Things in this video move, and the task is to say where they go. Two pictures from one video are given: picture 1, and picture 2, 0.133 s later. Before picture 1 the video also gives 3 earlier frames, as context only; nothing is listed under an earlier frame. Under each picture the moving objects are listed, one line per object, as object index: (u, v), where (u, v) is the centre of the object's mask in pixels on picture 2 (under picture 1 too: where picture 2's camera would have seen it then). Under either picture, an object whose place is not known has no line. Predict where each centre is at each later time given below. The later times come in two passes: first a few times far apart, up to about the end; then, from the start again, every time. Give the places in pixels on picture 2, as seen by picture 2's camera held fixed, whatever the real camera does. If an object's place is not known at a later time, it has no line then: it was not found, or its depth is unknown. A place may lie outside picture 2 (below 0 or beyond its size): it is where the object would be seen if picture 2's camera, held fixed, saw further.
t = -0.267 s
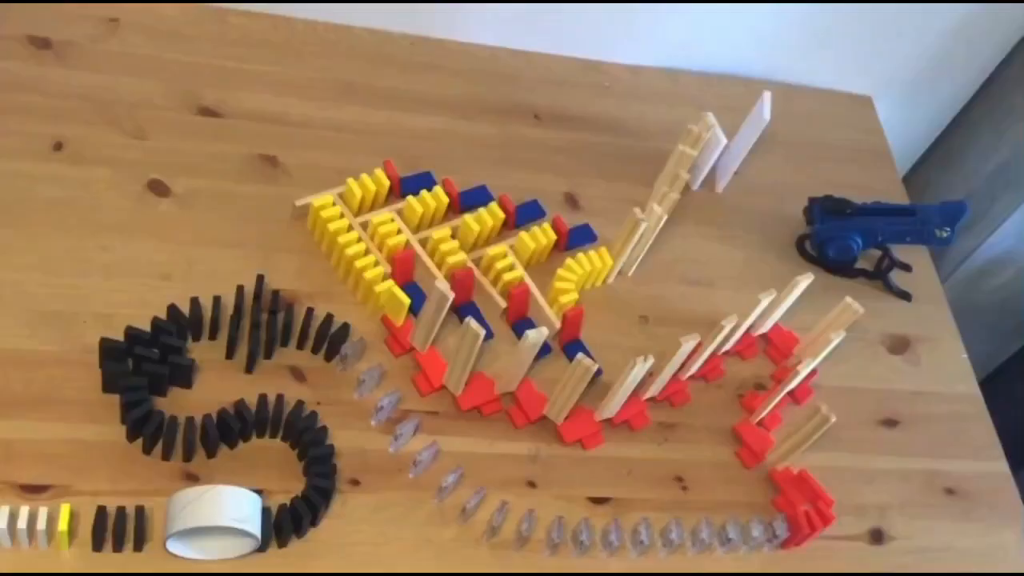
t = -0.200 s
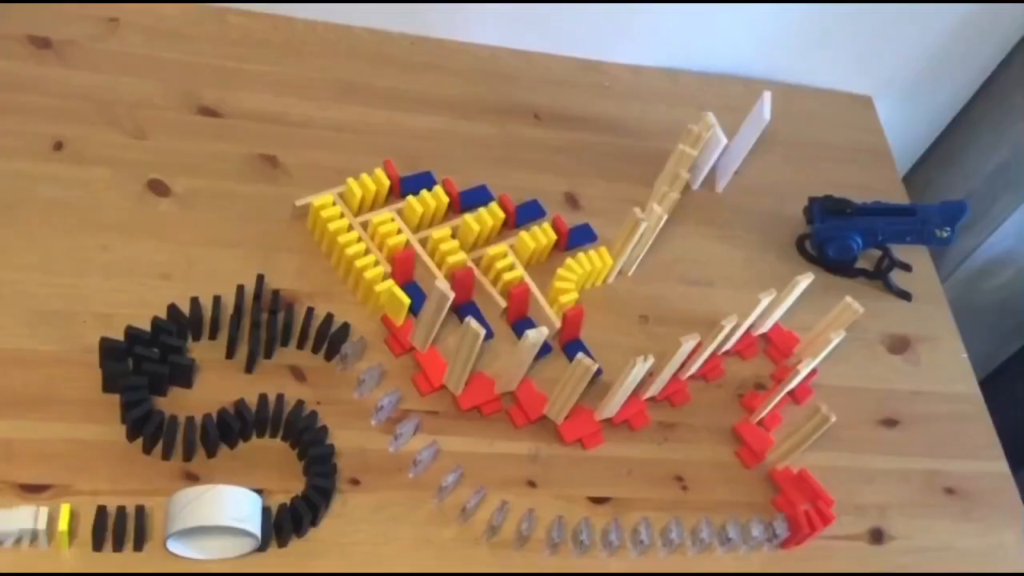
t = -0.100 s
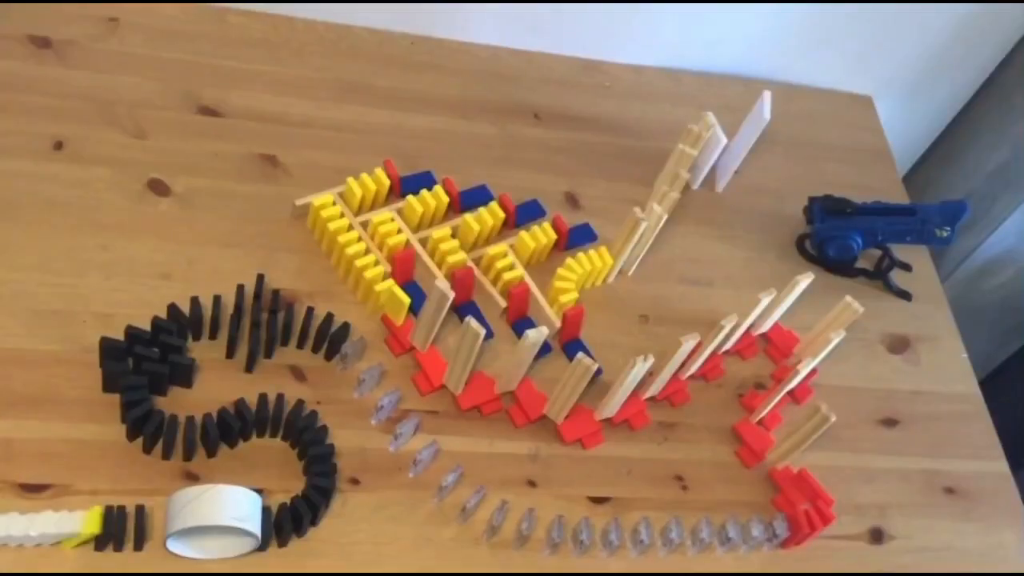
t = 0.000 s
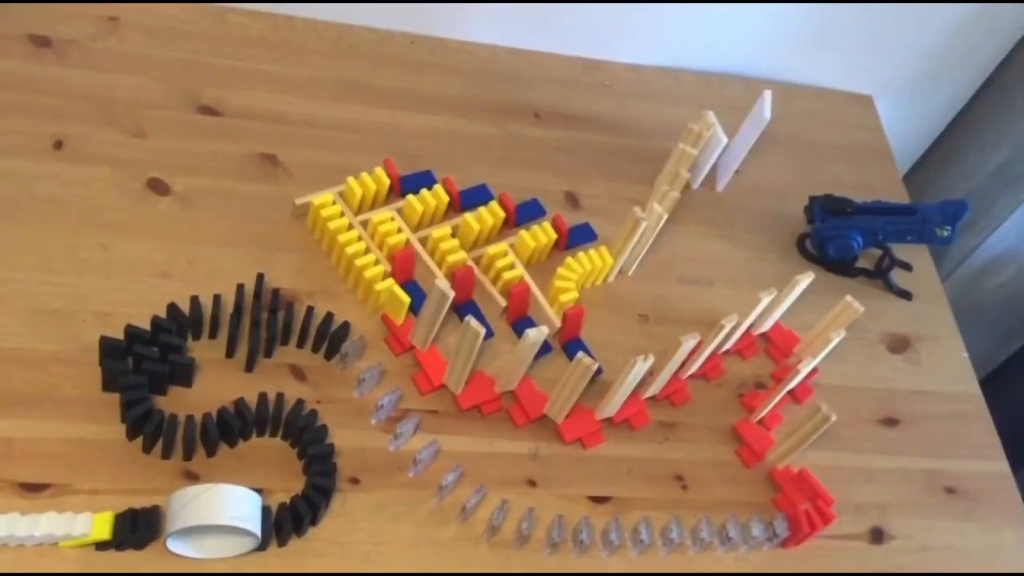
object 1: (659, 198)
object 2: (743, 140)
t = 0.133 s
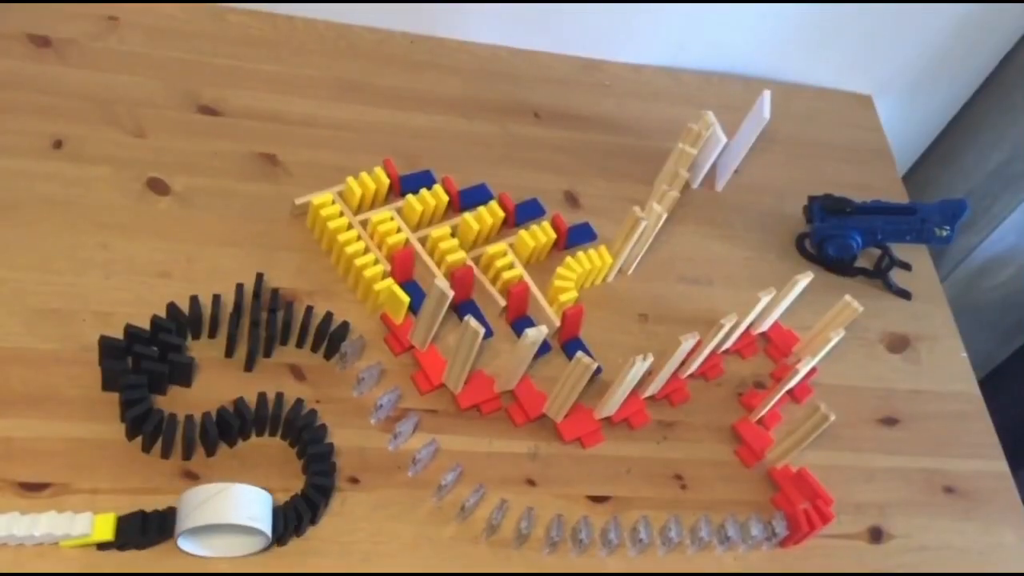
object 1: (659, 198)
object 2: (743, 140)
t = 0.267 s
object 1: (660, 198)
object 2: (743, 140)
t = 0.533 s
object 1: (659, 198)
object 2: (743, 140)
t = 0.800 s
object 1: (659, 198)
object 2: (743, 139)
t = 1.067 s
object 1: (659, 198)
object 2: (743, 140)
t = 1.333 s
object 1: (659, 198)
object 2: (743, 140)
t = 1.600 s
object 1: (659, 198)
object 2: (743, 140)
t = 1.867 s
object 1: (659, 198)
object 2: (743, 140)
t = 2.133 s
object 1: (659, 198)
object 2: (743, 139)
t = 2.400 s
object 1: (659, 198)
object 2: (743, 140)
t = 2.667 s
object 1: (659, 198)
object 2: (743, 140)
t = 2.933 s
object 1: (659, 198)
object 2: (743, 139)
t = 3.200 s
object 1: (659, 198)
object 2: (743, 140)
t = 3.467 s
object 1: (659, 198)
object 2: (743, 140)
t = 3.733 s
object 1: (659, 198)
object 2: (743, 139)
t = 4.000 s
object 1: (659, 198)
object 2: (743, 139)
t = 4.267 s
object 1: (659, 198)
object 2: (743, 139)
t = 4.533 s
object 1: (659, 198)
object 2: (743, 140)
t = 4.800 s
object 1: (659, 198)
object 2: (743, 139)
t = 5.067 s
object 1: (659, 198)
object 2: (743, 139)
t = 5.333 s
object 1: (659, 198)
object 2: (743, 140)
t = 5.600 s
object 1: (659, 198)
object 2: (743, 139)
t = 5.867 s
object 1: (659, 199)
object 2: (743, 140)
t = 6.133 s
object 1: (659, 198)
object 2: (743, 140)
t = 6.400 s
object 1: (659, 198)
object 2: (743, 140)
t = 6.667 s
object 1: (659, 198)
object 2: (743, 140)
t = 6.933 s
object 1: (659, 199)
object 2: (743, 140)
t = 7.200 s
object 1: (659, 199)
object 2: (743, 139)
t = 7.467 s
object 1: (658, 199)
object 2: (743, 139)
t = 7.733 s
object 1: (670, 196)
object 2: (743, 139)
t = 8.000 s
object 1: (685, 158)
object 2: (743, 139)
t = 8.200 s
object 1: (656, 175)
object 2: (781, 149)
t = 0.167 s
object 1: (659, 198)
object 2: (743, 140)
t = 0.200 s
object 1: (659, 198)
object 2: (743, 140)
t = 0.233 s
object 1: (659, 198)
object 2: (743, 139)
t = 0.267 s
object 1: (660, 198)
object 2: (743, 140)
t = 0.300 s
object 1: (660, 197)
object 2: (743, 140)
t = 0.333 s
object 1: (660, 197)
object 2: (743, 140)
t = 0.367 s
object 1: (660, 198)
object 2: (743, 139)
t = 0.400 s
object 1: (660, 197)
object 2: (743, 140)
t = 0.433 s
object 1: (659, 198)
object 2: (743, 140)
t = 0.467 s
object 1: (660, 197)
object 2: (743, 140)
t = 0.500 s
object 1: (660, 197)
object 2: (743, 140)
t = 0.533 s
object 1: (659, 198)
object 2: (743, 140)
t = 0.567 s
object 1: (659, 198)
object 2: (743, 140)
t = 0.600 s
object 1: (659, 198)
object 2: (743, 139)
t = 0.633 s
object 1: (659, 198)
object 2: (743, 140)
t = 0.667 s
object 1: (659, 198)
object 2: (743, 140)
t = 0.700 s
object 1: (659, 198)
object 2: (743, 140)
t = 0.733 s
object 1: (659, 198)
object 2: (743, 140)
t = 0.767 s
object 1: (659, 198)
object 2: (743, 139)
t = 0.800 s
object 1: (659, 198)
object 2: (743, 139)
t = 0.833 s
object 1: (659, 198)
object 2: (743, 139)
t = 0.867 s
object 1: (659, 198)
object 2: (743, 140)
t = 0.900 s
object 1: (659, 198)
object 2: (743, 140)
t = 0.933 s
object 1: (659, 198)
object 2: (743, 140)
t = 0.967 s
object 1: (659, 198)
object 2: (743, 140)
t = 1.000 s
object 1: (659, 198)
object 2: (743, 139)
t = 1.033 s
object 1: (659, 198)
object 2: (743, 140)
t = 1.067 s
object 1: (659, 198)
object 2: (743, 140)
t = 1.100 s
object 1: (659, 198)
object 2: (743, 140)
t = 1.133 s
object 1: (660, 197)
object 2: (743, 140)
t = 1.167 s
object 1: (659, 198)
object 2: (743, 139)
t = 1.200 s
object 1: (659, 198)
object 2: (743, 140)
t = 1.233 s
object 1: (659, 198)
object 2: (743, 140)
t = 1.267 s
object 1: (659, 198)
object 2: (743, 140)
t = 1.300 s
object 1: (659, 198)
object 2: (743, 140)
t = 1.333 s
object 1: (659, 198)
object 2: (743, 140)
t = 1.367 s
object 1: (659, 198)
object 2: (743, 140)
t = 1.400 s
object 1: (659, 198)
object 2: (743, 140)
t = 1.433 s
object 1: (659, 198)
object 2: (743, 140)
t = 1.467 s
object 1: (659, 198)
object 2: (743, 140)
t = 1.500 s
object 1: (659, 198)
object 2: (743, 140)
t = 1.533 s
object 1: (659, 198)
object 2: (743, 140)
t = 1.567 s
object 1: (659, 198)
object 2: (743, 140)
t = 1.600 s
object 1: (659, 198)
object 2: (743, 140)
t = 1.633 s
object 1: (659, 198)
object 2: (743, 140)
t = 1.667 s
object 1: (659, 198)
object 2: (743, 140)
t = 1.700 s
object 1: (659, 199)
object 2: (743, 140)
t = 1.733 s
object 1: (659, 198)
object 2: (743, 139)
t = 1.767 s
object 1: (659, 198)
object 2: (743, 140)
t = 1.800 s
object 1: (659, 198)
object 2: (743, 140)
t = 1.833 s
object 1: (659, 198)
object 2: (743, 139)
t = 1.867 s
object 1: (659, 198)
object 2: (743, 140)
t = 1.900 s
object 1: (659, 198)
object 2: (743, 140)
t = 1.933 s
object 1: (659, 198)
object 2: (743, 140)
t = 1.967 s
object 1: (659, 198)
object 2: (743, 139)
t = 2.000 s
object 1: (659, 198)
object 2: (743, 139)
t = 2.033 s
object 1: (659, 198)
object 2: (743, 140)
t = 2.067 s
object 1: (659, 198)
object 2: (743, 139)
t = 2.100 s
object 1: (659, 198)
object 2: (743, 139)
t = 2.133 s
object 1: (659, 198)
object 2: (743, 139)
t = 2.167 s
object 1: (659, 198)
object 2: (743, 140)
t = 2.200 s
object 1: (659, 198)
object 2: (743, 140)
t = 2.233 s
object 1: (659, 198)
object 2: (743, 139)
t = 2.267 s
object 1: (659, 198)
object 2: (743, 140)
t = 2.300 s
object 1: (659, 198)
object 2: (743, 139)
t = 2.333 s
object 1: (659, 198)
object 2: (743, 140)
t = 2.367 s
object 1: (659, 198)
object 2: (743, 139)
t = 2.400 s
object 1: (659, 198)
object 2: (743, 140)
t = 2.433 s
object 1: (659, 198)
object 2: (743, 139)
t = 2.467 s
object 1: (659, 198)
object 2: (743, 139)
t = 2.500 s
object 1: (659, 198)
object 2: (743, 140)
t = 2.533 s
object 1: (659, 198)
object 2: (743, 140)
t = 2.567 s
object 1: (659, 198)
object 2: (743, 140)
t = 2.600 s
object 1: (659, 198)
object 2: (743, 140)
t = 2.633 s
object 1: (659, 198)
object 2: (743, 140)
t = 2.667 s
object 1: (659, 198)
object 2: (743, 140)
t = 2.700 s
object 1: (659, 198)
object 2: (743, 140)
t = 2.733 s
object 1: (659, 198)
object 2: (743, 140)
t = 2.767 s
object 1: (659, 198)
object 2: (743, 140)
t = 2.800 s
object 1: (659, 198)
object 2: (743, 139)
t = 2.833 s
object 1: (659, 198)
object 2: (743, 139)
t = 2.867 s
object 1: (659, 198)
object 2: (743, 139)
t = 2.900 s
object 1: (659, 198)
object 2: (743, 139)
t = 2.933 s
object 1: (659, 198)
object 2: (743, 139)
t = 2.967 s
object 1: (659, 198)
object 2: (743, 140)
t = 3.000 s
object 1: (659, 198)
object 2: (743, 139)
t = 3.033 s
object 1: (659, 198)
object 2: (743, 139)
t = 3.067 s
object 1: (659, 198)
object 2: (743, 139)
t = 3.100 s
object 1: (659, 198)
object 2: (743, 139)
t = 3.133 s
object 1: (659, 198)
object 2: (743, 139)
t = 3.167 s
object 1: (659, 198)
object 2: (743, 139)
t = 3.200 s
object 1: (659, 198)
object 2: (743, 140)
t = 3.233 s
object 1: (659, 198)
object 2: (743, 139)
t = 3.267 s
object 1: (659, 198)
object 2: (743, 139)
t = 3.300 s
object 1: (659, 198)
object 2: (743, 140)
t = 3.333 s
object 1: (659, 198)
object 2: (743, 140)
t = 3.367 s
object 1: (659, 198)
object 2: (743, 140)
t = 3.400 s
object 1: (659, 198)
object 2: (743, 140)
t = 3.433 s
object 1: (659, 198)
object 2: (743, 140)
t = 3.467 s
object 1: (659, 198)
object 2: (743, 140)
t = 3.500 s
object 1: (659, 198)
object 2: (743, 140)
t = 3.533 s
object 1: (659, 198)
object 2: (743, 140)
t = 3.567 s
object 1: (659, 198)
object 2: (743, 140)
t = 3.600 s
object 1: (659, 198)
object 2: (743, 139)
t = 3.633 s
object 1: (659, 198)
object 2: (743, 140)
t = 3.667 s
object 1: (659, 198)
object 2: (743, 140)
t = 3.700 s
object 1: (659, 198)
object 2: (743, 140)
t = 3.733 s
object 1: (659, 198)
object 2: (743, 139)
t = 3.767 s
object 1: (659, 198)
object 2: (743, 140)
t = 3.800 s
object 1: (659, 198)
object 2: (743, 139)
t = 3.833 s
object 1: (659, 198)
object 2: (743, 139)
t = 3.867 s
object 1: (659, 198)
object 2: (743, 139)
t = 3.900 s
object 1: (659, 198)
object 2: (743, 139)
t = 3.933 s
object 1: (659, 198)
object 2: (743, 139)
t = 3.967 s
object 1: (659, 198)
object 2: (743, 139)
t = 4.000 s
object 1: (659, 198)
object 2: (743, 139)
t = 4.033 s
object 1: (659, 198)
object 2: (743, 140)
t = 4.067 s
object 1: (659, 198)
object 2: (743, 140)
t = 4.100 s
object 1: (659, 198)
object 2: (743, 139)
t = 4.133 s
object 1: (659, 198)
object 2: (743, 139)
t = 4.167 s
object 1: (659, 198)
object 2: (743, 140)
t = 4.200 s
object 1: (659, 198)
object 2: (743, 139)
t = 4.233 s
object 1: (659, 198)
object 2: (743, 140)
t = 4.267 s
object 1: (659, 198)
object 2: (743, 139)
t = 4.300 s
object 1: (659, 198)
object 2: (743, 140)
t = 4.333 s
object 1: (659, 198)
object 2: (743, 139)
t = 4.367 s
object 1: (659, 198)
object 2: (743, 140)
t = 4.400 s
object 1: (659, 198)
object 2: (743, 140)
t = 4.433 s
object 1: (659, 198)
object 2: (743, 140)
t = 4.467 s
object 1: (659, 198)
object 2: (743, 140)
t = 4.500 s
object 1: (659, 198)
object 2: (743, 140)
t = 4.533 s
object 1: (659, 198)
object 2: (743, 140)
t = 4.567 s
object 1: (659, 198)
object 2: (743, 140)
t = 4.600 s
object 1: (659, 198)
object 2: (743, 139)
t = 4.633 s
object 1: (659, 198)
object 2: (743, 140)
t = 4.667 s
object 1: (659, 198)
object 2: (743, 139)
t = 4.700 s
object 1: (659, 198)
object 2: (743, 139)
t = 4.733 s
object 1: (659, 198)
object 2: (743, 139)
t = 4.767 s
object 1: (659, 198)
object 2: (743, 139)
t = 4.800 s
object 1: (659, 198)
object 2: (743, 139)
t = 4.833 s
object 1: (659, 198)
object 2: (743, 139)
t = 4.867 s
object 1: (659, 198)
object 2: (743, 140)
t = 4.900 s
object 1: (659, 198)
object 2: (743, 139)
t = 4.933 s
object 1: (659, 198)
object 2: (743, 139)
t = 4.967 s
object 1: (659, 198)
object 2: (743, 139)
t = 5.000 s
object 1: (659, 198)
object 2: (743, 140)
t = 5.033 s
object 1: (659, 198)
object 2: (743, 140)
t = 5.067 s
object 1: (659, 198)
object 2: (743, 139)
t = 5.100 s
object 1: (659, 198)
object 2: (743, 140)
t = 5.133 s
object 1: (659, 198)
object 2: (743, 140)
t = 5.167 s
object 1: (659, 199)
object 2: (743, 139)
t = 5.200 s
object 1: (659, 198)
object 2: (743, 139)
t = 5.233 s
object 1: (659, 198)
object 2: (743, 139)
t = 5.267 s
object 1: (659, 198)
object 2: (743, 140)
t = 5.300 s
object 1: (659, 199)
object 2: (743, 140)
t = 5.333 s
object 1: (659, 198)
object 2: (743, 140)
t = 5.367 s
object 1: (659, 198)
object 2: (743, 140)
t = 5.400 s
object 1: (659, 199)
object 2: (743, 140)
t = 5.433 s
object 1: (659, 199)
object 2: (743, 139)
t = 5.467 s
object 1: (659, 199)
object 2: (743, 139)
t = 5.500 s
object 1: (659, 199)
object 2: (743, 140)
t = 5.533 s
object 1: (659, 199)
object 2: (743, 140)
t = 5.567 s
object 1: (659, 198)
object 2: (743, 139)
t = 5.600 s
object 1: (659, 198)
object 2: (743, 139)
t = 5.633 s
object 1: (659, 198)
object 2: (743, 139)
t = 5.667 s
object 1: (659, 198)
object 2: (743, 140)
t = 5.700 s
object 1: (659, 198)
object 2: (743, 140)
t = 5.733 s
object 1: (659, 199)
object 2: (743, 140)
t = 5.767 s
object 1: (659, 199)
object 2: (743, 140)
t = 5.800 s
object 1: (659, 198)
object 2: (743, 140)
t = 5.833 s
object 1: (659, 198)
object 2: (743, 140)
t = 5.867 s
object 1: (659, 199)
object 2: (743, 140)
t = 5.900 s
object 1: (659, 198)
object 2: (743, 140)
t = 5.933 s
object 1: (659, 198)
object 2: (743, 139)
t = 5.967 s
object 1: (659, 198)
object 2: (743, 140)
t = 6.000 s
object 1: (659, 199)
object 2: (743, 140)
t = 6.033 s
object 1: (659, 199)
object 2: (743, 140)
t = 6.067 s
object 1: (659, 199)
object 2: (743, 140)
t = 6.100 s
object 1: (659, 199)
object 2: (743, 140)
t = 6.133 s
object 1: (659, 198)
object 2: (743, 140)
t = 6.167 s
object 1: (659, 198)
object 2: (743, 140)
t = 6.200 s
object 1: (659, 198)
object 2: (743, 140)
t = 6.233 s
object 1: (659, 198)
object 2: (743, 140)
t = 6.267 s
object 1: (659, 198)
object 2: (743, 140)
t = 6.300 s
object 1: (659, 198)
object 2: (743, 140)
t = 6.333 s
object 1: (659, 198)
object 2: (743, 140)
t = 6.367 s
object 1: (659, 198)
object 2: (743, 140)
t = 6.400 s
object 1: (659, 198)
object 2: (743, 140)
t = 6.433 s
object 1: (659, 198)
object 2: (743, 140)
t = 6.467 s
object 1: (659, 198)
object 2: (743, 140)
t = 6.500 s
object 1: (659, 198)
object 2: (743, 140)
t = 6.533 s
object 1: (659, 198)
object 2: (743, 140)
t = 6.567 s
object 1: (659, 198)
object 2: (743, 140)
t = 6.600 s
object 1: (659, 198)
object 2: (743, 140)
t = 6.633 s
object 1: (659, 198)
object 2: (743, 140)
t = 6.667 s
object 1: (659, 198)
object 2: (743, 140)
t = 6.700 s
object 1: (659, 199)
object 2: (743, 140)
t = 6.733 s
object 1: (659, 199)
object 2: (743, 140)
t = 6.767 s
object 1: (659, 198)
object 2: (743, 139)
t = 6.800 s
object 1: (659, 198)
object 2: (743, 140)
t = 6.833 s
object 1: (659, 198)
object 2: (743, 140)
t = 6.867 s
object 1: (659, 198)
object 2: (743, 140)
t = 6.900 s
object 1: (659, 198)
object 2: (743, 139)
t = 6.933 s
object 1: (659, 199)
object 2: (743, 140)
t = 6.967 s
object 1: (659, 198)
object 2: (743, 139)
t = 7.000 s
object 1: (659, 199)
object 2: (743, 139)
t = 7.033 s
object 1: (659, 199)
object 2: (743, 139)
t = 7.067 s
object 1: (659, 199)
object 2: (743, 139)
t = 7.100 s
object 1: (659, 199)
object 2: (743, 139)
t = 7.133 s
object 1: (659, 198)
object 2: (743, 139)
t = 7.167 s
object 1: (659, 199)
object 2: (743, 139)
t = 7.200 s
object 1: (659, 199)
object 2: (743, 139)
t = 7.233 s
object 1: (659, 199)
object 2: (743, 139)
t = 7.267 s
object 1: (658, 199)
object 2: (743, 139)
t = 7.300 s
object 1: (659, 199)
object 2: (743, 139)
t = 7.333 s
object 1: (658, 199)
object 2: (743, 139)
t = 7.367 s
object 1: (658, 199)
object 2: (743, 139)
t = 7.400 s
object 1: (658, 199)
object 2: (743, 140)
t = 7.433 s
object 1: (659, 199)
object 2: (743, 139)
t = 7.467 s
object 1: (658, 199)
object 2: (743, 139)
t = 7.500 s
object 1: (659, 199)
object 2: (743, 139)
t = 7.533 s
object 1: (659, 198)
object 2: (743, 139)
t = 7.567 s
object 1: (661, 195)
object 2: (744, 139)
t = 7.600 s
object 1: (664, 193)
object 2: (743, 139)
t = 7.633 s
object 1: (665, 192)
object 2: (743, 139)
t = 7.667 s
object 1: (667, 193)
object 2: (743, 139)
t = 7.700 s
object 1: (668, 195)
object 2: (743, 139)
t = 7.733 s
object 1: (670, 196)
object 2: (743, 139)
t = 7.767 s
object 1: (675, 174)
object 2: (743, 140)
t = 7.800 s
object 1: (673, 176)
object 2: (743, 140)
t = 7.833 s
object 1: (670, 179)
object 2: (743, 140)
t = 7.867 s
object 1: (668, 178)
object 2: (743, 140)
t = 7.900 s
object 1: (664, 177)
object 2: (743, 139)
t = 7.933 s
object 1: (661, 178)
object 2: (743, 139)
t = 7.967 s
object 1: (669, 174)
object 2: (743, 139)
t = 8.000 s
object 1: (685, 158)
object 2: (743, 139)
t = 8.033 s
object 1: (688, 156)
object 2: (745, 139)
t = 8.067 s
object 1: (671, 168)
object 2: (746, 139)
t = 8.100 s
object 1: (662, 175)
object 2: (750, 139)
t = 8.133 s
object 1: (660, 175)
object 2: (759, 140)
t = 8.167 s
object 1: (657, 175)
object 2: (769, 143)
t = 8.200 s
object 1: (656, 175)
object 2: (781, 149)
